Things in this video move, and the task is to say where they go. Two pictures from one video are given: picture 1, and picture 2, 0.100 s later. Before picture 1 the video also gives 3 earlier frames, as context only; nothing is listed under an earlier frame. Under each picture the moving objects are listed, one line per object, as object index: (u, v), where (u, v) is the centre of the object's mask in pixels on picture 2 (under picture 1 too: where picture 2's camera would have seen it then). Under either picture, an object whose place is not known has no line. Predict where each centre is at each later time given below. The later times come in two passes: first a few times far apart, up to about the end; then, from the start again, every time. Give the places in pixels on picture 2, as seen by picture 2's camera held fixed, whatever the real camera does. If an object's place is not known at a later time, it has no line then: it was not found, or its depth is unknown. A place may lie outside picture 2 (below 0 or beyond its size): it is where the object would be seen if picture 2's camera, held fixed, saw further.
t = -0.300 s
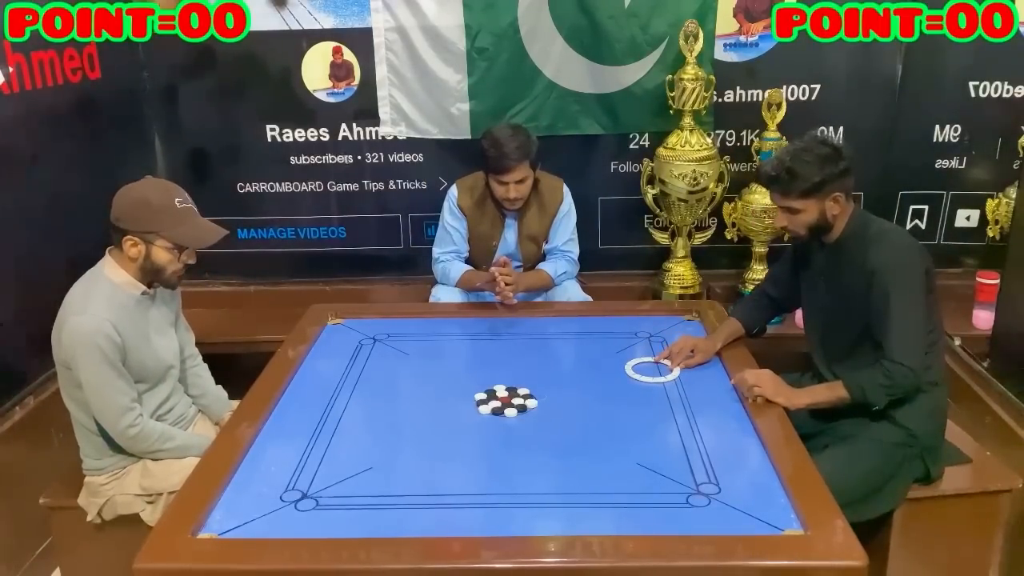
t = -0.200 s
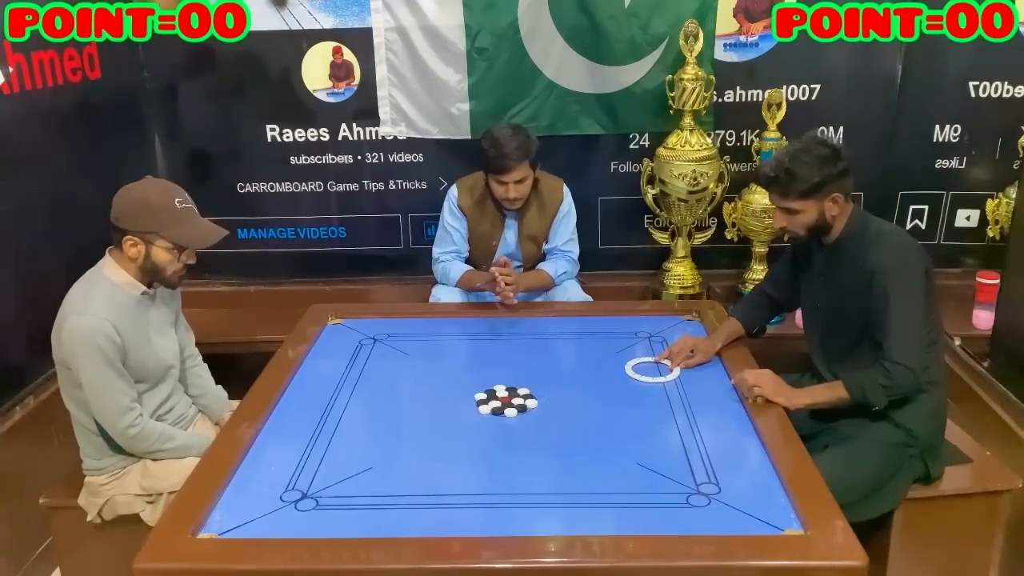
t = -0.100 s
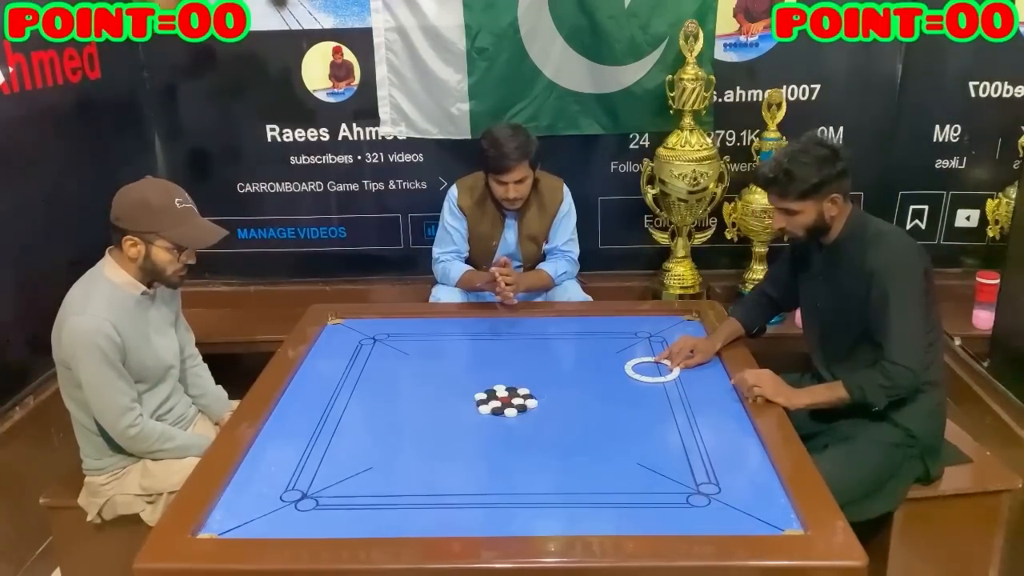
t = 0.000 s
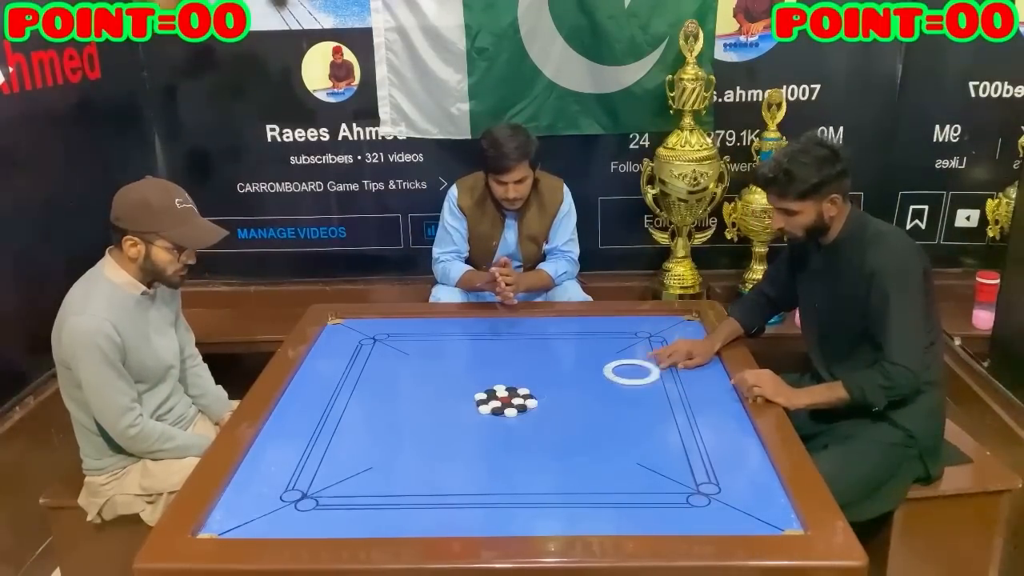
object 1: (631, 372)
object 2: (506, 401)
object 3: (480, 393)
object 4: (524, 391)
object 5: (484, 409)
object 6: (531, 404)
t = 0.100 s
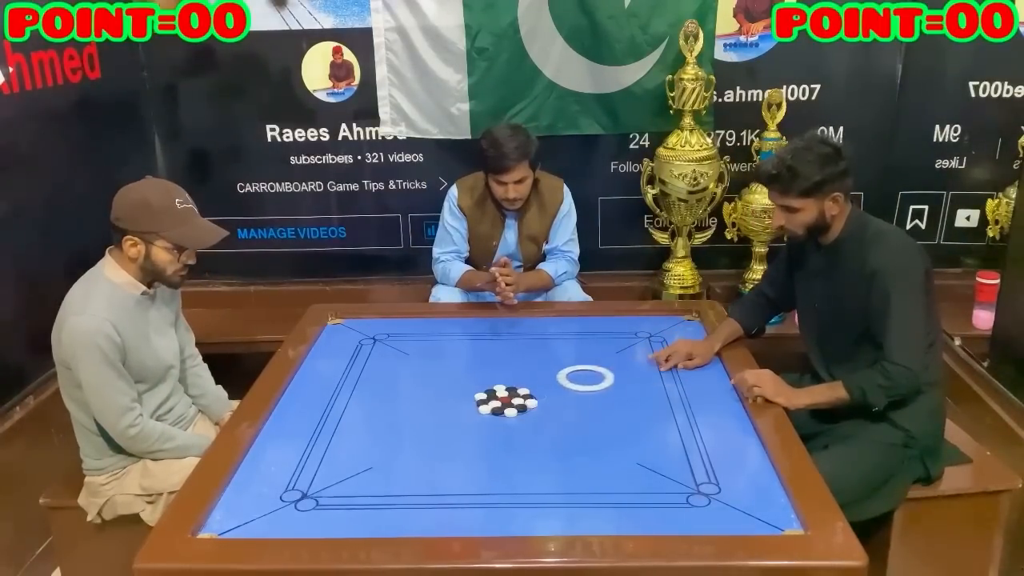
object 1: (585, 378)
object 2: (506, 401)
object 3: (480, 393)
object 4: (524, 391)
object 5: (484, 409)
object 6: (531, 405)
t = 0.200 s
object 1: (545, 382)
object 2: (504, 403)
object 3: (476, 394)
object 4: (521, 392)
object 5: (478, 411)
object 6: (532, 405)
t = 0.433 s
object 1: (507, 372)
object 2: (469, 408)
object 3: (431, 391)
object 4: (492, 395)
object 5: (400, 445)
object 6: (543, 417)
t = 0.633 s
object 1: (477, 364)
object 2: (442, 414)
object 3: (395, 387)
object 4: (470, 398)
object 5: (325, 477)
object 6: (553, 428)
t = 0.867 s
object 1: (445, 356)
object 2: (411, 420)
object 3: (356, 383)
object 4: (446, 401)
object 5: (228, 518)
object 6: (564, 440)
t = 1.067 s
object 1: (420, 350)
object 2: (387, 426)
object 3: (325, 380)
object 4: (426, 404)
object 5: (246, 535)
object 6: (572, 451)
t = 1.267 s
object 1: (398, 344)
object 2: (363, 431)
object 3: (299, 377)
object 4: (407, 407)
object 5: (301, 522)
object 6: (579, 460)
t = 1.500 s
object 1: (379, 339)
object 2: (338, 437)
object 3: (300, 380)
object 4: (388, 410)
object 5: (357, 503)
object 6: (587, 470)
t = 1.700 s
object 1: (367, 335)
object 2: (319, 442)
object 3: (307, 382)
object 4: (372, 412)
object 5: (400, 489)
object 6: (593, 476)
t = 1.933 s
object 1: (355, 331)
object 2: (299, 447)
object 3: (313, 383)
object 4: (357, 415)
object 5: (443, 474)
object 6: (598, 483)
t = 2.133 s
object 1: (346, 329)
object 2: (284, 451)
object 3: (317, 385)
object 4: (346, 417)
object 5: (476, 462)
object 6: (601, 486)
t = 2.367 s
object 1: (356, 327)
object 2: (269, 455)
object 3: (320, 385)
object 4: (338, 419)
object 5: (511, 449)
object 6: (603, 488)
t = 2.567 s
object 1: (365, 326)
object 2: (259, 458)
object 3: (321, 386)
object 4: (333, 421)
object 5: (537, 440)
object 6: (603, 488)
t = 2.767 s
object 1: (371, 326)
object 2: (257, 459)
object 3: (322, 387)
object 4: (331, 422)
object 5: (556, 433)
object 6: (603, 488)
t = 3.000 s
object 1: (376, 327)
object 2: (256, 459)
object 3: (324, 387)
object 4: (330, 423)
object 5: (558, 433)
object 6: (603, 488)
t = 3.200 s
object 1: (381, 327)
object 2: (256, 459)
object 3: (326, 388)
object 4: (330, 423)
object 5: (560, 433)
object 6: (603, 488)
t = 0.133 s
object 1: (570, 380)
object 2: (506, 401)
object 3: (480, 393)
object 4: (524, 391)
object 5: (484, 409)
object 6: (531, 404)
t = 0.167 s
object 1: (554, 382)
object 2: (506, 401)
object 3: (480, 393)
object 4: (524, 391)
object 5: (484, 409)
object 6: (531, 405)
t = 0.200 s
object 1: (545, 382)
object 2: (504, 403)
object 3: (476, 394)
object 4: (521, 392)
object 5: (478, 411)
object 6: (532, 405)
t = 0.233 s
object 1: (539, 381)
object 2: (501, 405)
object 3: (469, 394)
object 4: (516, 392)
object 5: (467, 416)
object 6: (534, 406)
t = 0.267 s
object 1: (534, 379)
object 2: (498, 408)
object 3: (463, 394)
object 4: (512, 393)
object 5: (457, 421)
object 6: (535, 408)
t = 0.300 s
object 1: (528, 378)
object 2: (487, 404)
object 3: (456, 393)
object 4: (508, 393)
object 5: (446, 425)
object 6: (537, 410)
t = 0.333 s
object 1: (523, 376)
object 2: (482, 405)
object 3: (450, 393)
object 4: (504, 394)
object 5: (434, 430)
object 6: (539, 411)
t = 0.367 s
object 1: (517, 375)
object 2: (478, 406)
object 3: (443, 392)
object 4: (500, 394)
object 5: (423, 435)
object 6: (540, 414)
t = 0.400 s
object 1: (512, 373)
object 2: (473, 407)
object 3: (437, 392)
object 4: (496, 394)
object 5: (412, 440)
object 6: (542, 415)
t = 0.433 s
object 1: (507, 372)
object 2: (469, 408)
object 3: (431, 391)
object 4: (492, 395)
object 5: (400, 445)
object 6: (543, 417)
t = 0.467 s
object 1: (502, 371)
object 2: (464, 409)
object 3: (424, 390)
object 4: (488, 396)
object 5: (388, 450)
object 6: (545, 419)
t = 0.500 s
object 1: (496, 369)
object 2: (460, 410)
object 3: (418, 390)
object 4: (484, 396)
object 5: (376, 456)
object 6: (546, 421)
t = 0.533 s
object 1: (491, 368)
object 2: (455, 411)
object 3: (412, 389)
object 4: (481, 396)
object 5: (363, 461)
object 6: (548, 423)
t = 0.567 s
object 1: (487, 367)
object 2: (450, 412)
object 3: (406, 388)
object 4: (477, 397)
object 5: (351, 466)
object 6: (550, 424)
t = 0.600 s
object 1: (482, 366)
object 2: (446, 413)
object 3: (400, 388)
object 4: (473, 398)
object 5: (338, 472)
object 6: (551, 426)
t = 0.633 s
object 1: (477, 364)
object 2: (442, 414)
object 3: (395, 387)
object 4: (470, 398)
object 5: (325, 477)
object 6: (553, 428)
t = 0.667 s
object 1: (472, 363)
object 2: (437, 415)
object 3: (389, 386)
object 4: (467, 399)
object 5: (312, 483)
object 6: (554, 430)
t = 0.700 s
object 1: (467, 362)
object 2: (433, 416)
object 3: (383, 385)
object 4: (463, 399)
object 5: (298, 489)
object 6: (556, 432)
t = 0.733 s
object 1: (463, 361)
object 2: (429, 417)
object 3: (378, 385)
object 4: (459, 399)
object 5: (285, 494)
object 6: (558, 433)
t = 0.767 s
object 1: (458, 360)
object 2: (424, 418)
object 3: (372, 384)
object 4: (456, 400)
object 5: (271, 500)
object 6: (559, 435)
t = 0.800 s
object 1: (454, 358)
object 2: (420, 419)
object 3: (367, 384)
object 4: (452, 400)
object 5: (257, 506)
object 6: (561, 437)
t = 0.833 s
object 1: (449, 358)
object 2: (416, 419)
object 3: (361, 383)
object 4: (449, 401)
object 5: (243, 512)
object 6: (562, 439)
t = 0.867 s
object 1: (445, 356)
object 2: (411, 420)
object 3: (356, 383)
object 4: (446, 401)
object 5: (228, 518)
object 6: (564, 440)
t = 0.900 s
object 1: (441, 355)
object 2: (407, 421)
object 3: (350, 382)
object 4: (442, 402)
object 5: (214, 524)
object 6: (565, 442)
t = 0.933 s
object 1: (436, 354)
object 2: (403, 422)
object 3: (345, 382)
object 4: (439, 402)
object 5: (213, 529)
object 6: (566, 444)
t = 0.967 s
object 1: (432, 353)
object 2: (399, 423)
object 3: (340, 381)
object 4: (435, 403)
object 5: (221, 532)
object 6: (568, 446)
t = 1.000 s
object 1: (428, 352)
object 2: (395, 424)
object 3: (335, 381)
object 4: (432, 403)
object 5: (229, 534)
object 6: (569, 447)
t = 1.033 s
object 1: (424, 351)
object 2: (391, 425)
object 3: (330, 380)
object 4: (429, 404)
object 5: (237, 536)
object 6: (571, 449)
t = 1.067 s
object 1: (420, 350)
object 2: (387, 426)
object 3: (325, 380)
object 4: (426, 404)
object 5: (246, 535)
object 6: (572, 451)
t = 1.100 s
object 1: (416, 349)
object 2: (383, 427)
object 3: (320, 379)
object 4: (423, 404)
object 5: (256, 533)
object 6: (573, 452)
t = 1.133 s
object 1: (412, 348)
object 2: (379, 428)
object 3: (315, 379)
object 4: (419, 405)
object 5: (265, 532)
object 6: (575, 454)
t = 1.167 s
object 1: (408, 347)
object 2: (375, 429)
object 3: (311, 378)
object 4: (416, 405)
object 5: (274, 530)
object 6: (576, 455)
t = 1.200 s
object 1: (405, 346)
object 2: (371, 429)
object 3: (306, 378)
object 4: (413, 406)
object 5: (283, 527)
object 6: (577, 457)
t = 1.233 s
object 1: (401, 345)
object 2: (367, 430)
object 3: (302, 377)
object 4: (410, 406)
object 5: (292, 524)
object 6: (578, 458)
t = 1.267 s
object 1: (398, 344)
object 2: (363, 431)
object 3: (299, 377)
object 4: (407, 407)
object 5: (301, 522)
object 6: (579, 460)
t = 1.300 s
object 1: (394, 343)
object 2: (359, 432)
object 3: (302, 376)
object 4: (405, 407)
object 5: (309, 519)
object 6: (581, 461)
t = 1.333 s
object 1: (391, 342)
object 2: (355, 433)
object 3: (303, 376)
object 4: (402, 407)
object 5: (318, 516)
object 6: (582, 463)
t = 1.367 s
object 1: (387, 342)
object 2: (352, 434)
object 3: (301, 377)
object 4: (399, 408)
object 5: (326, 514)
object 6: (583, 464)
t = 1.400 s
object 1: (385, 341)
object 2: (348, 434)
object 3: (298, 378)
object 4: (396, 408)
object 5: (334, 511)
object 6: (584, 466)
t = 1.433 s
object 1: (383, 340)
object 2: (345, 435)
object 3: (297, 379)
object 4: (393, 409)
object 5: (342, 508)
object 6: (585, 467)
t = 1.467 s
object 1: (381, 340)
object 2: (341, 436)
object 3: (298, 379)
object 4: (391, 409)
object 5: (350, 506)
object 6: (586, 468)
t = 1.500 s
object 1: (379, 339)
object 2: (338, 437)
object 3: (300, 380)
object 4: (388, 410)
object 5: (357, 503)
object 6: (587, 470)
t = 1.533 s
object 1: (377, 338)
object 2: (335, 438)
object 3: (301, 380)
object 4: (386, 410)
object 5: (365, 501)
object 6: (588, 471)
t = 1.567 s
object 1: (374, 338)
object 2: (331, 439)
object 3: (302, 380)
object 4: (383, 410)
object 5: (372, 498)
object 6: (589, 472)
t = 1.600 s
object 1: (372, 337)
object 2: (328, 439)
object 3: (303, 381)
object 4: (380, 411)
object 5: (379, 496)
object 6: (590, 473)
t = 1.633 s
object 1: (371, 336)
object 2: (325, 440)
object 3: (304, 381)
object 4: (377, 411)
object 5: (386, 494)
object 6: (591, 474)
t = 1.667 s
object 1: (369, 336)
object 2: (322, 441)
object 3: (305, 382)
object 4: (375, 412)
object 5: (393, 491)
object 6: (592, 475)
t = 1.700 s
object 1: (367, 335)
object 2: (319, 442)
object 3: (307, 382)
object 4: (372, 412)
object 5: (400, 489)
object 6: (593, 476)
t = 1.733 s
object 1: (365, 335)
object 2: (315, 442)
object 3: (308, 382)
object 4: (370, 413)
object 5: (406, 487)
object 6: (594, 478)
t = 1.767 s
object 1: (364, 334)
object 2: (312, 443)
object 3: (309, 383)
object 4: (368, 413)
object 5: (413, 484)
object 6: (595, 479)
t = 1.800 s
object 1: (362, 333)
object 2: (310, 444)
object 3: (310, 383)
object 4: (365, 413)
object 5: (419, 482)
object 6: (595, 479)
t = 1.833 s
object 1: (360, 333)
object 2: (307, 444)
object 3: (311, 383)
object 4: (363, 414)
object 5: (425, 480)
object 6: (596, 480)
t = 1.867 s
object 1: (359, 332)
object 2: (305, 445)
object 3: (311, 383)
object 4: (361, 414)
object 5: (431, 478)
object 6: (597, 481)
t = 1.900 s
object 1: (357, 332)
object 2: (302, 446)
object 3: (312, 383)
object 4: (359, 415)
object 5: (437, 476)
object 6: (598, 482)
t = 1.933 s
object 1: (355, 331)
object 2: (299, 447)
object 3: (313, 383)
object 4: (357, 415)
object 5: (443, 474)
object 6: (598, 483)
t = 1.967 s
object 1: (354, 331)
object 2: (296, 447)
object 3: (314, 384)
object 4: (355, 415)
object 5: (449, 472)
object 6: (599, 484)
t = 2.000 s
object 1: (352, 330)
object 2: (294, 448)
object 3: (314, 384)
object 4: (353, 416)
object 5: (455, 470)
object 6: (599, 484)
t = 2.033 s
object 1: (351, 330)
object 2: (291, 449)
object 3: (315, 384)
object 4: (351, 416)
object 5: (460, 468)
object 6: (600, 485)
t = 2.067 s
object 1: (349, 330)
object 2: (289, 450)
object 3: (315, 384)
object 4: (349, 416)
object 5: (466, 466)
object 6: (600, 485)
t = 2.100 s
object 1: (347, 329)
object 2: (286, 450)
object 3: (316, 384)
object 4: (348, 417)
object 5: (471, 464)
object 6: (601, 486)
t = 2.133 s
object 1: (346, 329)
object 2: (284, 451)
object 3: (317, 385)
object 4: (346, 417)
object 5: (476, 462)
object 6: (601, 486)
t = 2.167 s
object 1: (347, 329)
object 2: (282, 451)
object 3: (317, 385)
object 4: (345, 418)
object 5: (481, 460)
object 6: (601, 486)
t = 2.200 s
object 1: (349, 328)
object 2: (280, 452)
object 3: (318, 385)
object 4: (344, 418)
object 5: (487, 459)
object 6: (602, 487)
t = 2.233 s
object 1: (350, 328)
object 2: (277, 453)
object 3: (318, 385)
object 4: (342, 418)
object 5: (492, 456)
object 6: (602, 487)
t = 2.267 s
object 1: (351, 328)
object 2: (275, 453)
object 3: (319, 385)
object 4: (341, 419)
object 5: (496, 455)
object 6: (602, 487)
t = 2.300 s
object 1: (353, 328)
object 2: (273, 454)
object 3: (319, 385)
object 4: (340, 419)
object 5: (501, 453)
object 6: (603, 488)
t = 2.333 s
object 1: (355, 328)
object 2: (271, 454)
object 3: (319, 385)
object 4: (339, 419)
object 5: (506, 451)
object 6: (603, 488)
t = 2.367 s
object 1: (356, 327)
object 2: (269, 455)
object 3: (320, 385)
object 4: (338, 419)
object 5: (511, 449)
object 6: (603, 488)
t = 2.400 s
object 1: (358, 327)
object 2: (268, 456)
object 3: (320, 386)
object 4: (337, 420)
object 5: (515, 448)
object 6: (603, 488)
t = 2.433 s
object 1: (359, 327)
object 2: (266, 456)
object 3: (320, 386)
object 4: (337, 420)
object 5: (520, 446)
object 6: (603, 488)
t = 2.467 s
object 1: (360, 327)
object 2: (264, 457)
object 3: (320, 386)
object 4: (335, 421)
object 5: (524, 444)
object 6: (603, 488)
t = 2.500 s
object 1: (362, 326)
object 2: (263, 457)
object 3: (321, 386)
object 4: (335, 421)
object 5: (528, 443)
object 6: (603, 488)
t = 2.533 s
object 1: (363, 326)
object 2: (261, 458)
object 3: (321, 386)
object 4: (334, 421)
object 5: (533, 441)
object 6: (603, 488)
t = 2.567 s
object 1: (365, 326)
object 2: (259, 458)
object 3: (321, 386)
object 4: (333, 421)
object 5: (537, 440)
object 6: (603, 488)
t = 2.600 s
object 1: (366, 326)
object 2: (258, 459)
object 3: (322, 386)
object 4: (333, 421)
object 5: (541, 438)
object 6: (603, 488)
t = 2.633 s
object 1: (367, 326)
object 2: (258, 459)
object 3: (322, 386)
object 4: (332, 422)
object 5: (545, 437)
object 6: (603, 488)
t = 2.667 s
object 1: (368, 326)
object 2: (257, 459)
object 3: (322, 387)
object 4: (332, 422)
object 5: (549, 435)
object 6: (603, 488)
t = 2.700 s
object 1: (369, 326)
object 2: (257, 459)
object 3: (322, 387)
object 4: (332, 422)
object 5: (553, 434)
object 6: (603, 488)
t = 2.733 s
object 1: (370, 326)
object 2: (256, 459)
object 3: (322, 387)
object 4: (331, 422)
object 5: (556, 433)
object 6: (603, 488)
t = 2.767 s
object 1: (371, 326)
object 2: (257, 459)
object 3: (322, 387)
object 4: (331, 422)
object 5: (556, 433)
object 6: (603, 488)
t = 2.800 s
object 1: (372, 326)
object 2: (257, 459)
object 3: (323, 387)
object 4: (331, 422)
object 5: (557, 433)
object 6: (603, 488)
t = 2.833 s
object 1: (373, 326)
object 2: (257, 459)
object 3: (323, 387)
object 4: (330, 422)
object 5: (557, 433)
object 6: (603, 488)
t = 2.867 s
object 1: (374, 326)
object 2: (256, 459)
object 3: (323, 387)
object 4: (331, 422)
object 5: (557, 433)
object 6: (603, 488)
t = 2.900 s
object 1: (374, 326)
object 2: (256, 459)
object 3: (324, 387)
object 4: (331, 423)
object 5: (558, 433)
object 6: (603, 488)
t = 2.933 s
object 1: (375, 326)
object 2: (256, 459)
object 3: (324, 387)
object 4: (330, 423)
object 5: (558, 433)
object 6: (603, 488)
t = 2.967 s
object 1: (376, 326)
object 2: (256, 459)
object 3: (324, 387)
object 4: (330, 423)
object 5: (558, 433)
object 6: (603, 488)
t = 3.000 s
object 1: (376, 327)
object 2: (256, 459)
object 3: (324, 387)
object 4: (330, 423)
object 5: (558, 433)
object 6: (603, 488)
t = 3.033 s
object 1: (377, 326)
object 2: (256, 459)
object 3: (325, 387)
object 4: (330, 423)
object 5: (559, 433)
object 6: (603, 488)
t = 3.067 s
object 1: (378, 327)
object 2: (256, 459)
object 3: (325, 387)
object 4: (330, 423)
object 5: (559, 433)
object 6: (603, 488)
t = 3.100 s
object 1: (379, 327)
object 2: (256, 459)
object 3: (325, 387)
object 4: (330, 423)
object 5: (560, 433)
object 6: (603, 488)
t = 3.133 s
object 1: (379, 327)
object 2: (256, 459)
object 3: (326, 387)
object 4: (330, 423)
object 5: (560, 433)
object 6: (603, 488)
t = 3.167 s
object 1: (380, 327)
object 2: (256, 459)
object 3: (326, 388)
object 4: (330, 423)
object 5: (560, 433)
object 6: (603, 488)
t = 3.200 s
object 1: (381, 327)
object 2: (256, 459)
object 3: (326, 388)
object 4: (330, 423)
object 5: (560, 433)
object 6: (603, 488)
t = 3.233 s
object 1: (381, 327)
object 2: (256, 459)
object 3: (326, 388)
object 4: (330, 423)
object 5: (560, 433)
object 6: (603, 488)
